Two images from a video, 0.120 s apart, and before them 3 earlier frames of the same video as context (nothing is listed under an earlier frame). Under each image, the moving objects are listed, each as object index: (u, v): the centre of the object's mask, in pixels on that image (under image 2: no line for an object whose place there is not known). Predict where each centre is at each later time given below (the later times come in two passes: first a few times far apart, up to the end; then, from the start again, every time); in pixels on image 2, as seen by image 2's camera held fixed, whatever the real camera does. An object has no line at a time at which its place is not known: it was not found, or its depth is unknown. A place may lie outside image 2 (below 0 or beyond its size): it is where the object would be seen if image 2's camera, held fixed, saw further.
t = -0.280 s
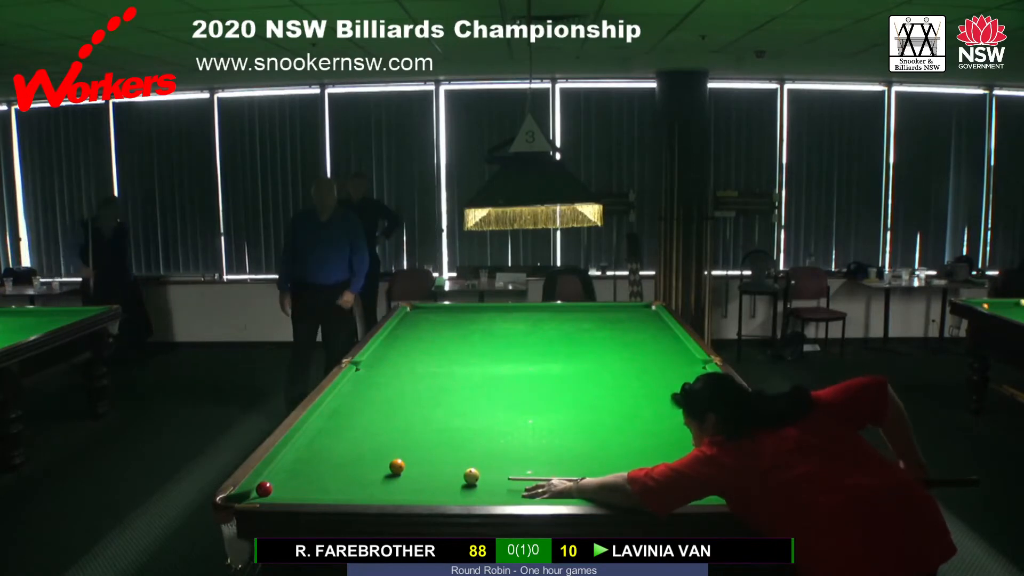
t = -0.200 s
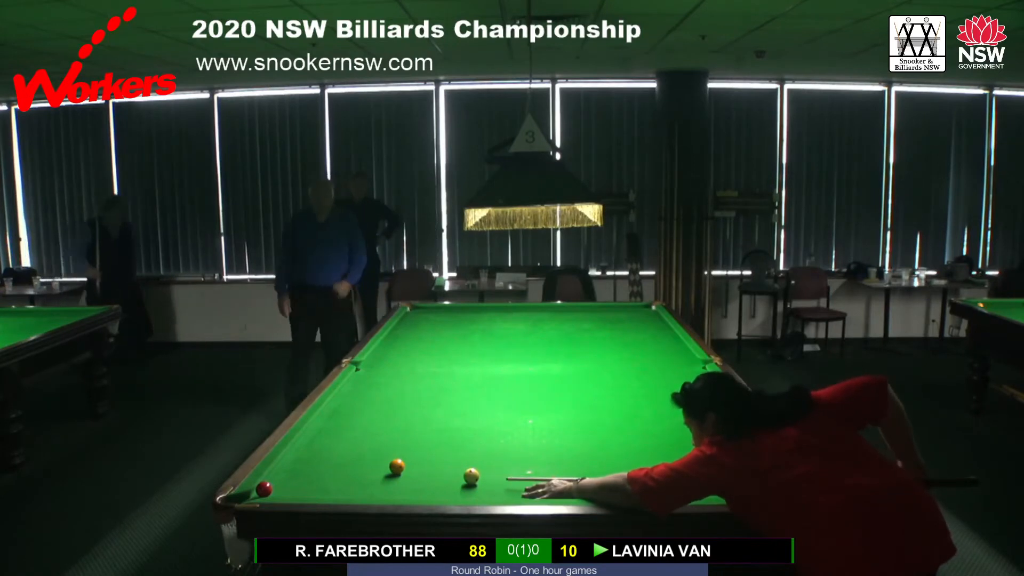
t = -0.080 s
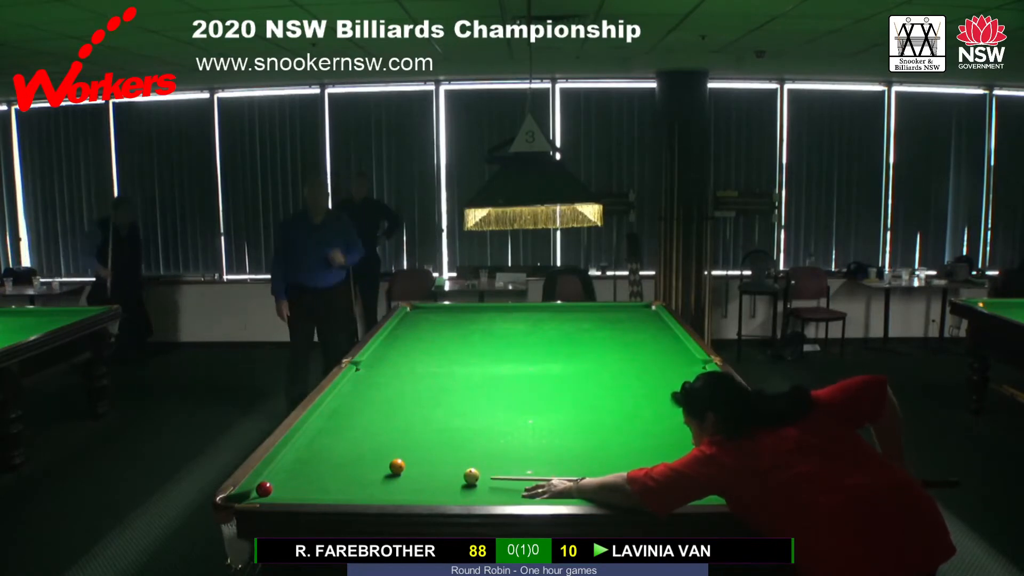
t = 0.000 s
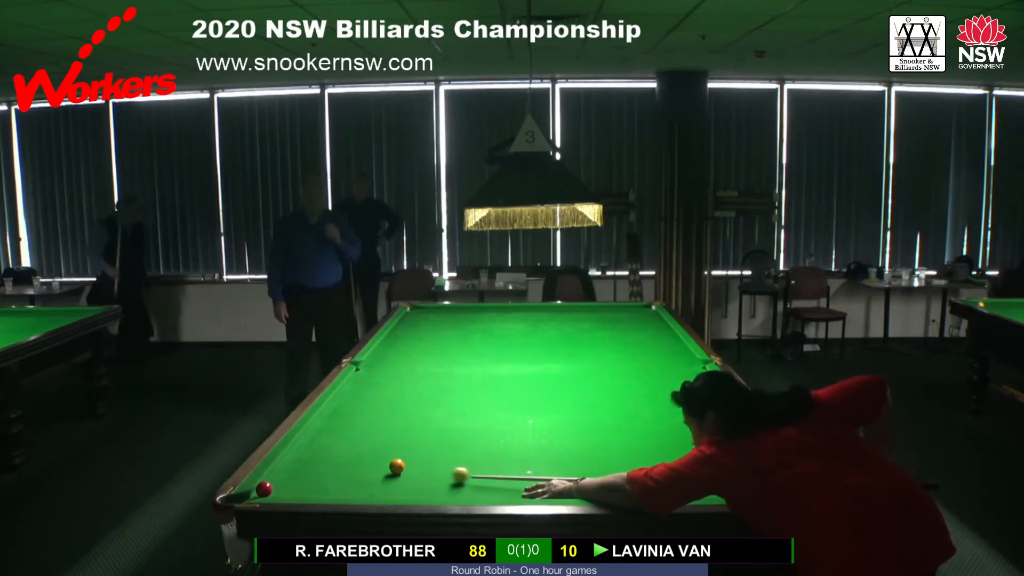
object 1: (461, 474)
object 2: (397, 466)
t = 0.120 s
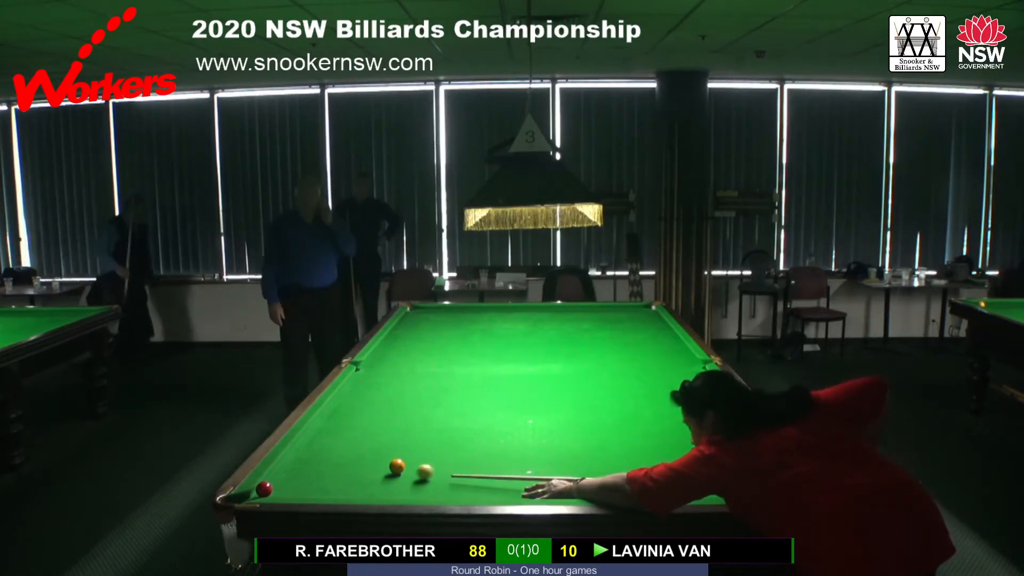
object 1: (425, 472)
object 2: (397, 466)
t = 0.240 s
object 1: (402, 471)
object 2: (391, 464)
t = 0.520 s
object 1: (365, 476)
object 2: (369, 456)
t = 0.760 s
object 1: (336, 480)
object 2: (352, 450)
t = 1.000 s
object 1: (307, 485)
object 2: (337, 444)
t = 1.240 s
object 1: (281, 488)
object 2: (324, 439)
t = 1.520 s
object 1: (280, 489)
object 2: (310, 434)
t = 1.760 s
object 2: (318, 431)
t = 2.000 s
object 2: (328, 429)
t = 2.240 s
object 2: (336, 427)
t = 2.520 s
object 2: (344, 425)
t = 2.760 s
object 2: (349, 424)
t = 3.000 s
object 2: (352, 423)
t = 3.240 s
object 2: (355, 422)
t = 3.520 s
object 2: (355, 422)
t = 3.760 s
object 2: (355, 422)
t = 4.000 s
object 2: (355, 422)
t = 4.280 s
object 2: (355, 422)
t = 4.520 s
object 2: (355, 422)
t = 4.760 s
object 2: (355, 422)
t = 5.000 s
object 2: (355, 422)
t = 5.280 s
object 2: (355, 422)
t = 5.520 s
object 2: (355, 422)
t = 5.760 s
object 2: (355, 422)
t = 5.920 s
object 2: (355, 422)
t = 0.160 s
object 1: (415, 471)
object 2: (397, 466)
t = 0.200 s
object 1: (406, 470)
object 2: (395, 466)
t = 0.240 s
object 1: (402, 471)
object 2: (391, 464)
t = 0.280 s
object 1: (397, 472)
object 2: (388, 463)
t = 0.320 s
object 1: (391, 473)
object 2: (385, 461)
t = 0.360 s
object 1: (386, 474)
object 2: (382, 460)
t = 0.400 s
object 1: (381, 474)
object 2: (378, 459)
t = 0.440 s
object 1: (376, 475)
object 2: (375, 458)
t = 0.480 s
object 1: (371, 476)
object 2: (372, 457)
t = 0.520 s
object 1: (365, 476)
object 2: (369, 456)
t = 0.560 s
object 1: (360, 477)
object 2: (366, 455)
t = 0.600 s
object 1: (355, 478)
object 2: (363, 454)
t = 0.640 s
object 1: (351, 478)
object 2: (361, 453)
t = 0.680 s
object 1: (346, 479)
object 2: (358, 452)
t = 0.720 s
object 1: (341, 480)
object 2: (355, 451)
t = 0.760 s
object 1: (336, 480)
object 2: (352, 450)
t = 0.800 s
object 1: (331, 481)
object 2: (350, 449)
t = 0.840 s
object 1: (326, 482)
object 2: (347, 448)
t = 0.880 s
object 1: (321, 483)
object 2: (344, 447)
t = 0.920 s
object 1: (317, 483)
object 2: (342, 446)
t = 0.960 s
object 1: (312, 484)
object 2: (339, 445)
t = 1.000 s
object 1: (307, 485)
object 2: (337, 444)
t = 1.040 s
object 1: (303, 485)
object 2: (335, 443)
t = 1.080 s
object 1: (298, 486)
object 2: (332, 442)
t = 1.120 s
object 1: (294, 487)
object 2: (330, 442)
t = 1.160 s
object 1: (289, 487)
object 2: (328, 441)
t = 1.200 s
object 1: (285, 488)
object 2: (325, 440)
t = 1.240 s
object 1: (281, 488)
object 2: (324, 439)
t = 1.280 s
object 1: (280, 488)
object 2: (321, 438)
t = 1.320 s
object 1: (279, 488)
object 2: (319, 438)
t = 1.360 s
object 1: (279, 489)
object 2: (317, 437)
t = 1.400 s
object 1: (279, 489)
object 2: (315, 436)
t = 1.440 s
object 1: (279, 489)
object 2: (313, 435)
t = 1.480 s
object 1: (280, 489)
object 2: (311, 435)
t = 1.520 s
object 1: (280, 489)
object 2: (310, 434)
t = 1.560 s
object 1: (280, 489)
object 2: (308, 434)
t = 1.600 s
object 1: (280, 489)
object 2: (311, 433)
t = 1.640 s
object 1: (280, 489)
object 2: (313, 433)
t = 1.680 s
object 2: (315, 432)
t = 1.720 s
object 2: (316, 432)
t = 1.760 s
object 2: (318, 431)
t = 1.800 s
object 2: (320, 431)
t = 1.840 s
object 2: (322, 430)
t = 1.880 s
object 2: (324, 430)
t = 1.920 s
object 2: (325, 430)
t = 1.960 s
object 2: (327, 429)
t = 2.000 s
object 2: (328, 429)
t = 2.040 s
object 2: (330, 429)
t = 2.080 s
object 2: (331, 428)
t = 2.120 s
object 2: (333, 428)
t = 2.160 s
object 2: (334, 427)
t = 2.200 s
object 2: (335, 427)
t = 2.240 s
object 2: (336, 427)
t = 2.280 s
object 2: (338, 427)
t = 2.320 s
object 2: (339, 426)
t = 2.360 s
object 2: (340, 426)
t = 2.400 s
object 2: (341, 426)
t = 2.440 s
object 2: (342, 425)
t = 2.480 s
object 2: (343, 425)
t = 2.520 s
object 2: (344, 425)
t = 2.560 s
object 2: (345, 425)
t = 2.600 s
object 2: (346, 424)
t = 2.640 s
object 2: (347, 424)
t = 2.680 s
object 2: (347, 424)
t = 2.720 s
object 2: (348, 424)
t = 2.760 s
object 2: (349, 424)
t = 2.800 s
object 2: (350, 423)
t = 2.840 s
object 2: (350, 423)
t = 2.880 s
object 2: (351, 423)
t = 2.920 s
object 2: (351, 423)
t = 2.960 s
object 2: (352, 423)
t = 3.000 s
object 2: (352, 423)
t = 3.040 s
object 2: (353, 423)
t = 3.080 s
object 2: (353, 422)
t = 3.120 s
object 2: (354, 422)
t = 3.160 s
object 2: (354, 422)
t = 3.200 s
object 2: (354, 422)
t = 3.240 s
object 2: (355, 422)
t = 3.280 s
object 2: (355, 422)
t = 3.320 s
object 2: (355, 422)
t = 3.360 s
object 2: (355, 422)
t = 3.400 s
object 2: (355, 422)
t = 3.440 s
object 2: (355, 422)
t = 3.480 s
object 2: (355, 422)
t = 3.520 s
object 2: (355, 422)
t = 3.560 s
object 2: (355, 422)
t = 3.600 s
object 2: (355, 422)
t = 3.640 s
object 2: (355, 422)
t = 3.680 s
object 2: (355, 422)
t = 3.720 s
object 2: (355, 422)
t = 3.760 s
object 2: (355, 422)
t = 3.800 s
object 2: (355, 422)
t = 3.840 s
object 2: (355, 422)
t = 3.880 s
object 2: (355, 422)
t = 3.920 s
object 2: (355, 422)
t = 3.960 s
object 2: (355, 422)
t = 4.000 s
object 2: (355, 422)
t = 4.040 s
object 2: (355, 422)
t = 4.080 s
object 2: (355, 422)
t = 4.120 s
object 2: (355, 422)
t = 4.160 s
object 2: (355, 422)
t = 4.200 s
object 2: (355, 422)
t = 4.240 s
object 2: (355, 422)
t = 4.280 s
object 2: (355, 422)
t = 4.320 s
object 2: (355, 422)
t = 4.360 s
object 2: (355, 422)
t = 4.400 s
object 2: (355, 422)
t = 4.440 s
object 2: (355, 422)
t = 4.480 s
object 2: (355, 422)
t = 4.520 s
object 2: (355, 422)
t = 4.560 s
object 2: (355, 422)
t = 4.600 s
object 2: (355, 422)
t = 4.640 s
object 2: (355, 422)
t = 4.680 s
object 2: (355, 422)
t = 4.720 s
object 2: (355, 422)
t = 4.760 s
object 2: (355, 422)
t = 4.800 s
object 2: (355, 422)
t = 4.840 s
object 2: (355, 422)
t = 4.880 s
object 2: (355, 422)
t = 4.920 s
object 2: (355, 422)
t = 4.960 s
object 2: (355, 422)
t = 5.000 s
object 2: (355, 422)
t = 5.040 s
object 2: (355, 422)
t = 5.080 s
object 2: (355, 422)
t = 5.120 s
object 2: (355, 422)
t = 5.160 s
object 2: (355, 422)
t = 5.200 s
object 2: (355, 422)
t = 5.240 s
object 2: (355, 422)
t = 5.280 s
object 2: (355, 422)
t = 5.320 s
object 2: (355, 422)
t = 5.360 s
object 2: (355, 422)
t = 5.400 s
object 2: (355, 422)
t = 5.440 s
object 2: (355, 422)
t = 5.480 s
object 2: (355, 422)
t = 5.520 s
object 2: (355, 422)
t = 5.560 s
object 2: (355, 422)
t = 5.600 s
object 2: (355, 422)
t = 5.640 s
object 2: (355, 422)
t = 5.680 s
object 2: (355, 422)
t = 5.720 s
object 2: (355, 422)
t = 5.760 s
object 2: (355, 422)
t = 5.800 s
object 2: (355, 422)
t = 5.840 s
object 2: (355, 422)
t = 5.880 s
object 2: (355, 422)
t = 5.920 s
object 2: (355, 422)
